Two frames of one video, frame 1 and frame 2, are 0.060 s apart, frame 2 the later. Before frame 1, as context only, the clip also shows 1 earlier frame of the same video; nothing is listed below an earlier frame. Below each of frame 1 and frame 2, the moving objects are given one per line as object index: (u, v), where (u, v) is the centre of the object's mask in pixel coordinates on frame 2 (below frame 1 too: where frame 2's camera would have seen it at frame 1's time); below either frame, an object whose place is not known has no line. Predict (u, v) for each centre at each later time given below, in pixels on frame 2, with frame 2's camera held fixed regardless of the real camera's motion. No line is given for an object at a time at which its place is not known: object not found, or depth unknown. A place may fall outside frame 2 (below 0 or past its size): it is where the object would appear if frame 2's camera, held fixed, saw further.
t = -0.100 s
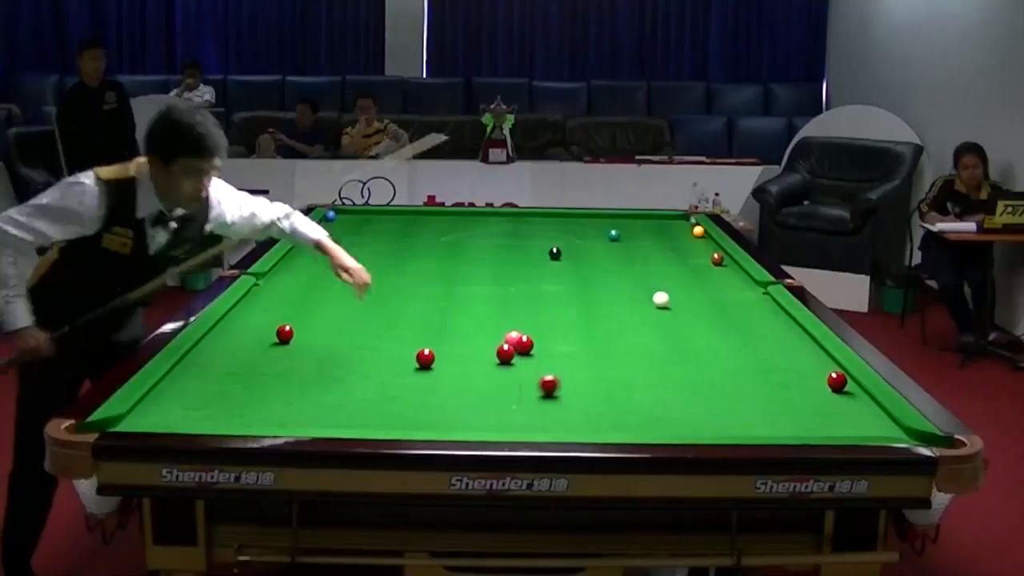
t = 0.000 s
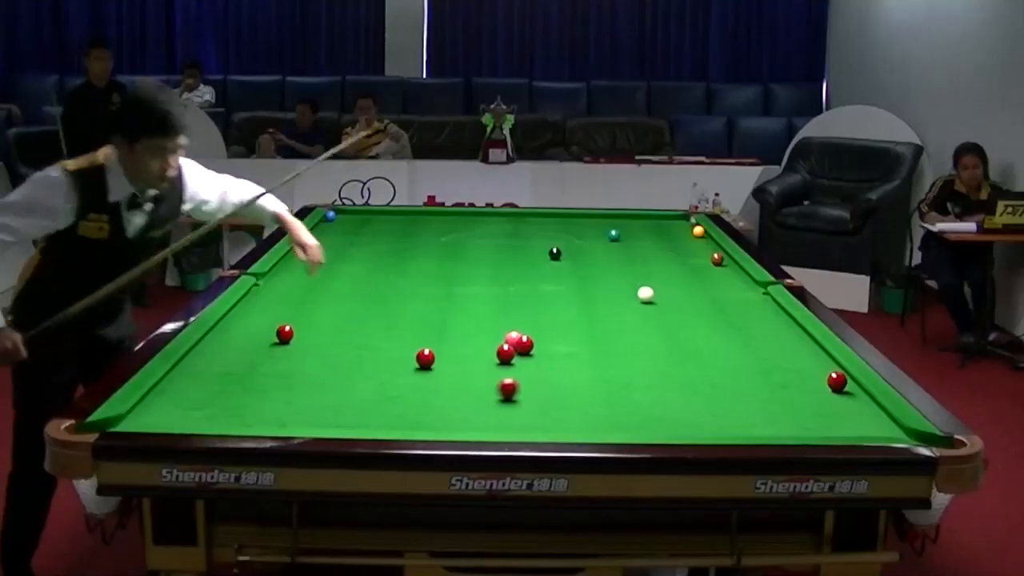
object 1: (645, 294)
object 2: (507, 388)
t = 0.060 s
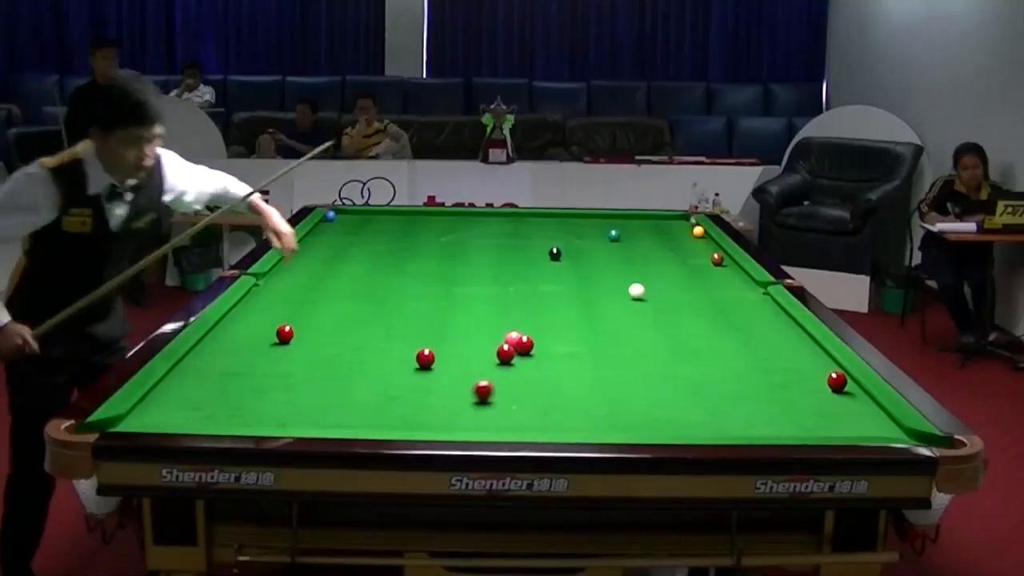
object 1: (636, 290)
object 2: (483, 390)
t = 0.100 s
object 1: (631, 288)
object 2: (466, 391)
